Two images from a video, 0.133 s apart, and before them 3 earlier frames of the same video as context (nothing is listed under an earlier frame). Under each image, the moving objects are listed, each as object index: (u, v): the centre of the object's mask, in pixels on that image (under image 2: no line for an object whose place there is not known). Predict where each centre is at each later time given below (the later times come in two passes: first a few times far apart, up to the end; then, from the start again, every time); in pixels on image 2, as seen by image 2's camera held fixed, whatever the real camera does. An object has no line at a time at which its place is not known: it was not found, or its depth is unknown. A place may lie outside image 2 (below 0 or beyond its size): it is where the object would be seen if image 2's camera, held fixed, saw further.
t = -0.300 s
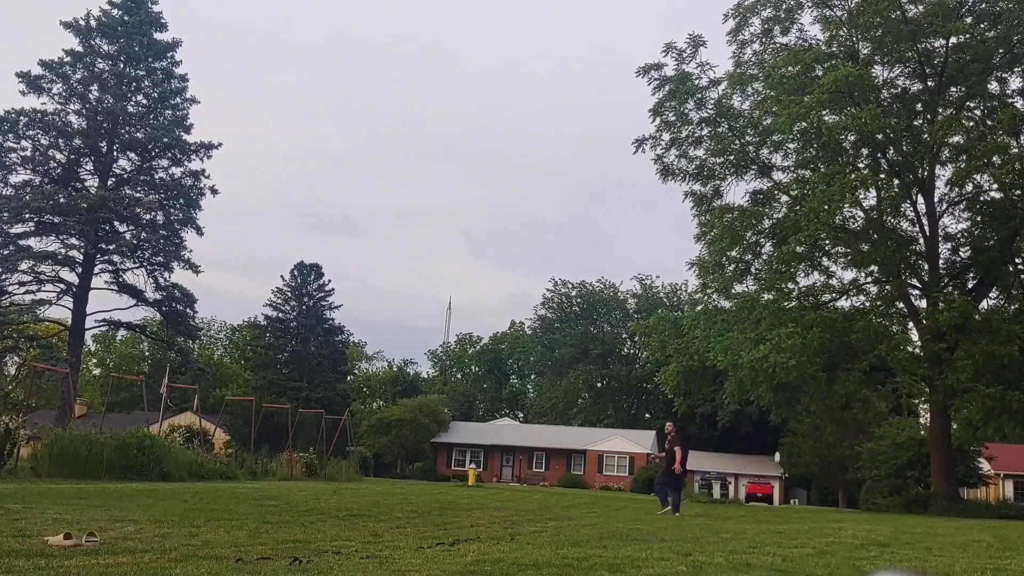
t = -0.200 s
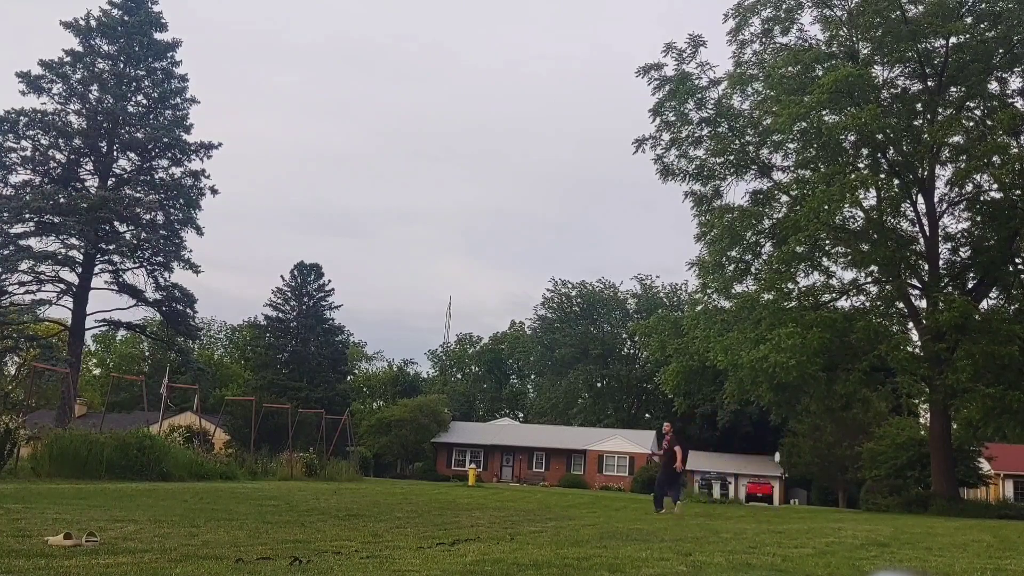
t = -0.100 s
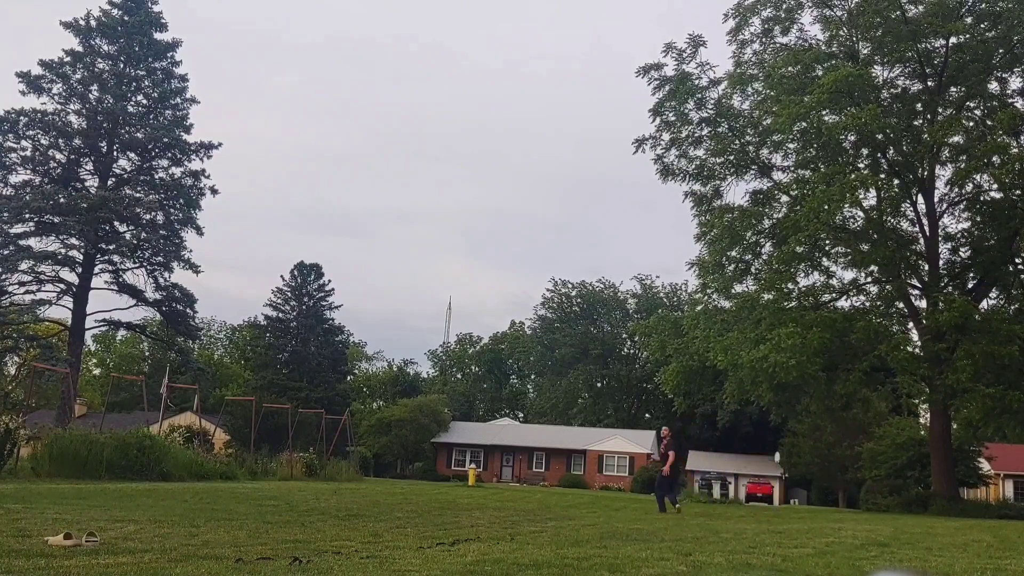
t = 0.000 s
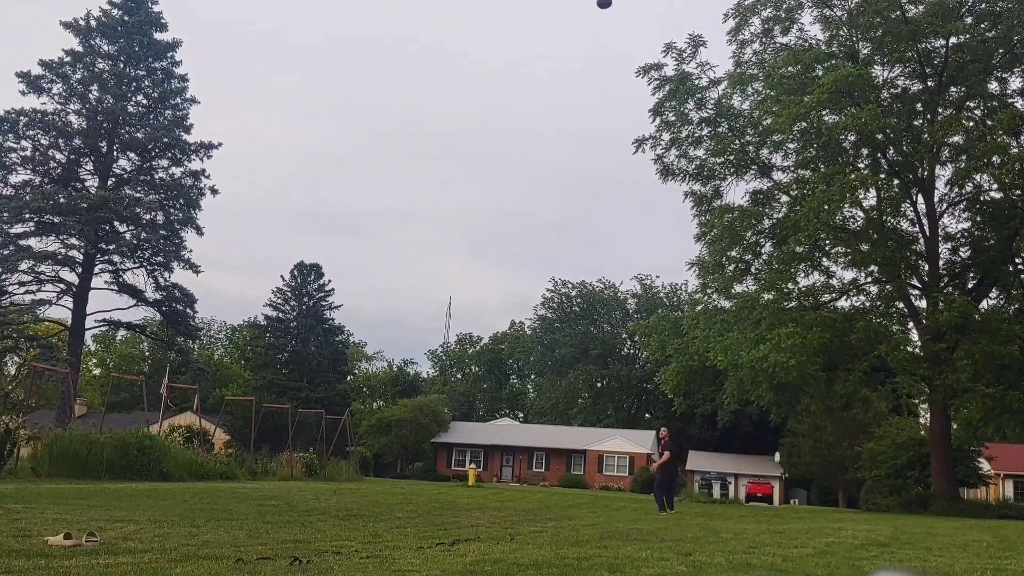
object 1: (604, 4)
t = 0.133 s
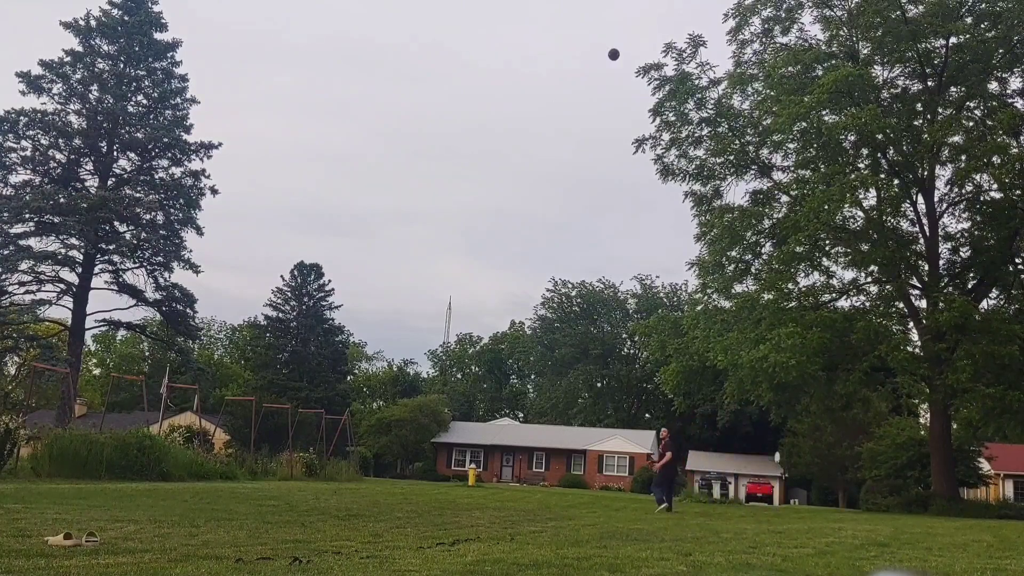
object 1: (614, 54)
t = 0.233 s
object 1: (619, 94)
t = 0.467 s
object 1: (629, 185)
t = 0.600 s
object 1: (633, 238)
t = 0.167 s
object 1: (616, 68)
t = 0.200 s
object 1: (617, 81)
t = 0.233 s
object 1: (619, 94)
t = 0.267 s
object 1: (620, 107)
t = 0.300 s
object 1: (622, 120)
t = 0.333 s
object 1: (624, 133)
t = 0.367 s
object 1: (625, 146)
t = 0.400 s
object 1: (626, 159)
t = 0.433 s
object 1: (627, 172)
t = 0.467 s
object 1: (629, 185)
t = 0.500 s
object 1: (630, 198)
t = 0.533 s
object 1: (631, 211)
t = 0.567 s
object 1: (632, 225)
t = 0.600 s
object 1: (633, 238)
